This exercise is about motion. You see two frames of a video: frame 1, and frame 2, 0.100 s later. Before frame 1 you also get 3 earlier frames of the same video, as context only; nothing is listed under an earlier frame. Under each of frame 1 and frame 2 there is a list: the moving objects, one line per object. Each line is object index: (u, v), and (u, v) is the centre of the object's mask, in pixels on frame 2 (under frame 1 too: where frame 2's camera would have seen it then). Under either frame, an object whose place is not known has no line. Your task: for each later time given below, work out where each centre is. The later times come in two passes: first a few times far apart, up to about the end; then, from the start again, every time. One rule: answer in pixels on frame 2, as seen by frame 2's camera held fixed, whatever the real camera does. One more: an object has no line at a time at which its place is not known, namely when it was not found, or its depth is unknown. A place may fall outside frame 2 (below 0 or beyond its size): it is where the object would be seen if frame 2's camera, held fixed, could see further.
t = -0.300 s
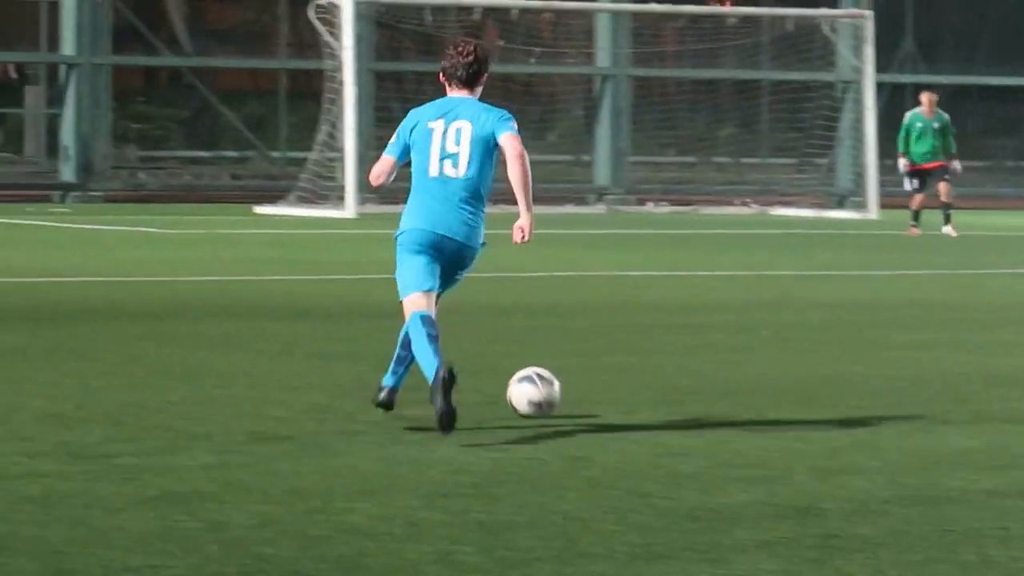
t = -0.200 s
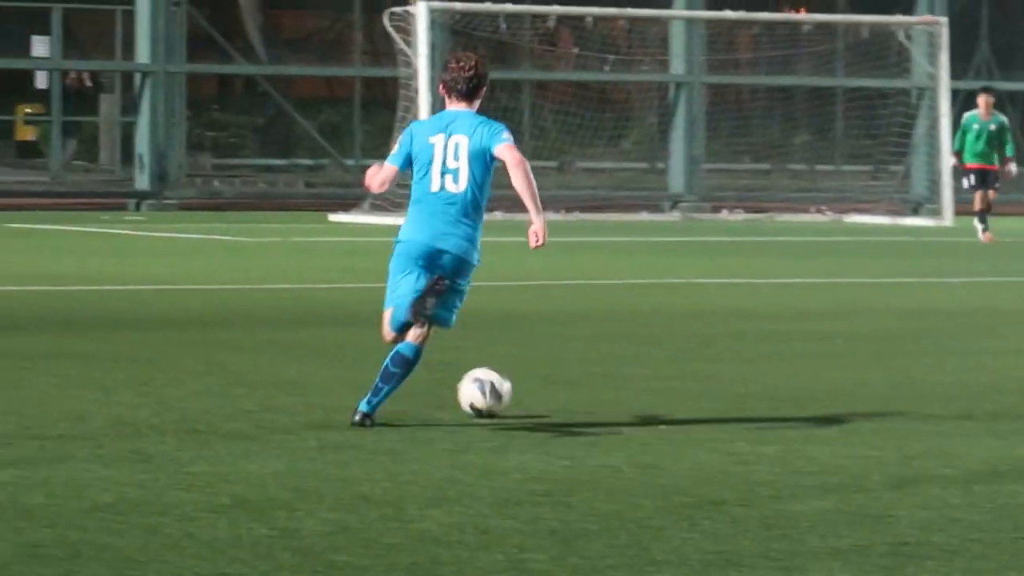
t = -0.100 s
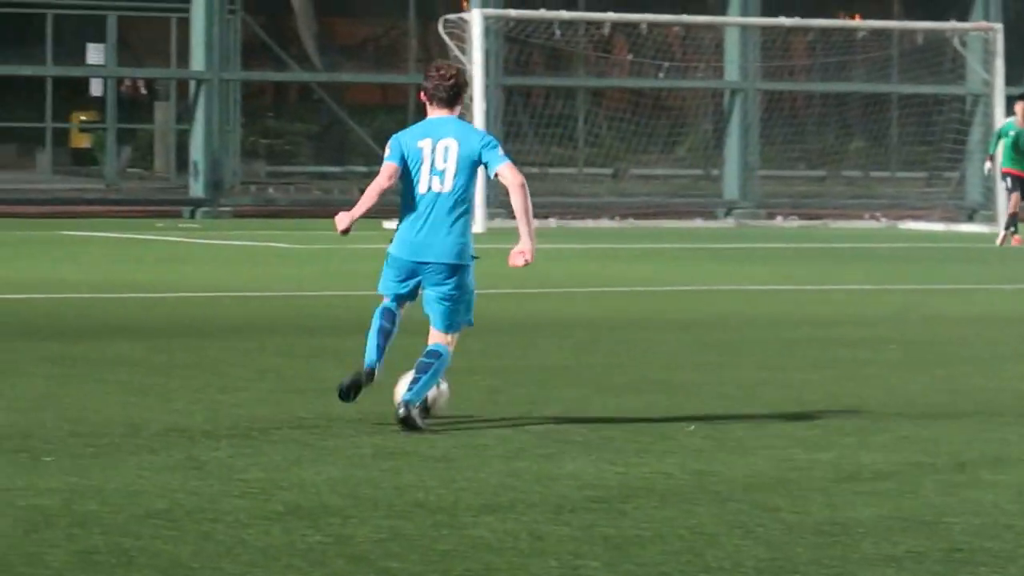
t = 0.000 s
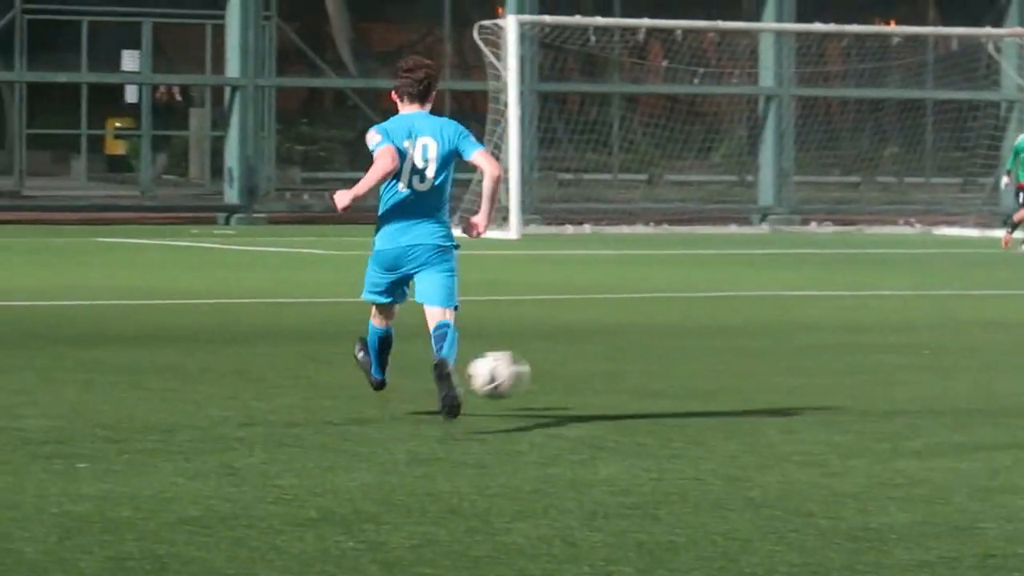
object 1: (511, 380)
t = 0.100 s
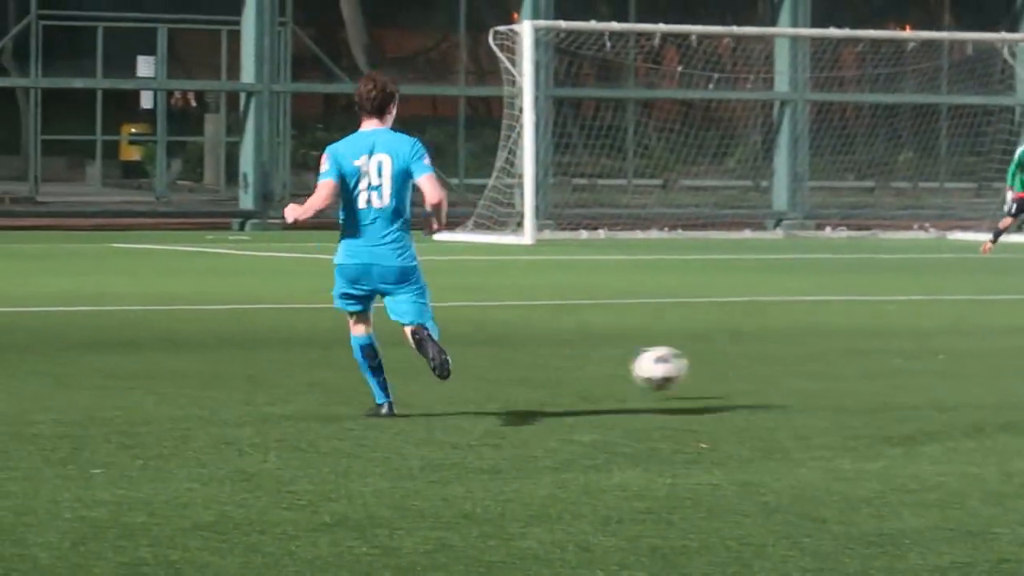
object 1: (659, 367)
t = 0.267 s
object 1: (862, 346)
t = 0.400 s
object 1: (1006, 344)
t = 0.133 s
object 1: (702, 367)
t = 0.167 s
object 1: (746, 368)
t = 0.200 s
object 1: (786, 359)
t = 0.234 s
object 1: (825, 351)
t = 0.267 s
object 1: (862, 346)
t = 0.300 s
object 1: (898, 343)
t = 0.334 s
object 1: (936, 343)
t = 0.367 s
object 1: (973, 345)
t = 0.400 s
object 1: (1006, 344)
